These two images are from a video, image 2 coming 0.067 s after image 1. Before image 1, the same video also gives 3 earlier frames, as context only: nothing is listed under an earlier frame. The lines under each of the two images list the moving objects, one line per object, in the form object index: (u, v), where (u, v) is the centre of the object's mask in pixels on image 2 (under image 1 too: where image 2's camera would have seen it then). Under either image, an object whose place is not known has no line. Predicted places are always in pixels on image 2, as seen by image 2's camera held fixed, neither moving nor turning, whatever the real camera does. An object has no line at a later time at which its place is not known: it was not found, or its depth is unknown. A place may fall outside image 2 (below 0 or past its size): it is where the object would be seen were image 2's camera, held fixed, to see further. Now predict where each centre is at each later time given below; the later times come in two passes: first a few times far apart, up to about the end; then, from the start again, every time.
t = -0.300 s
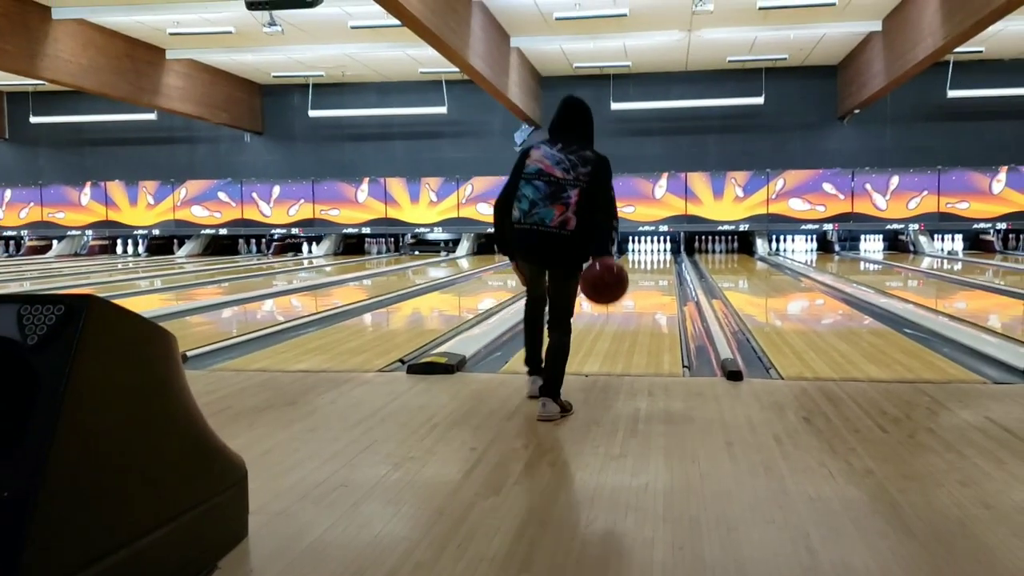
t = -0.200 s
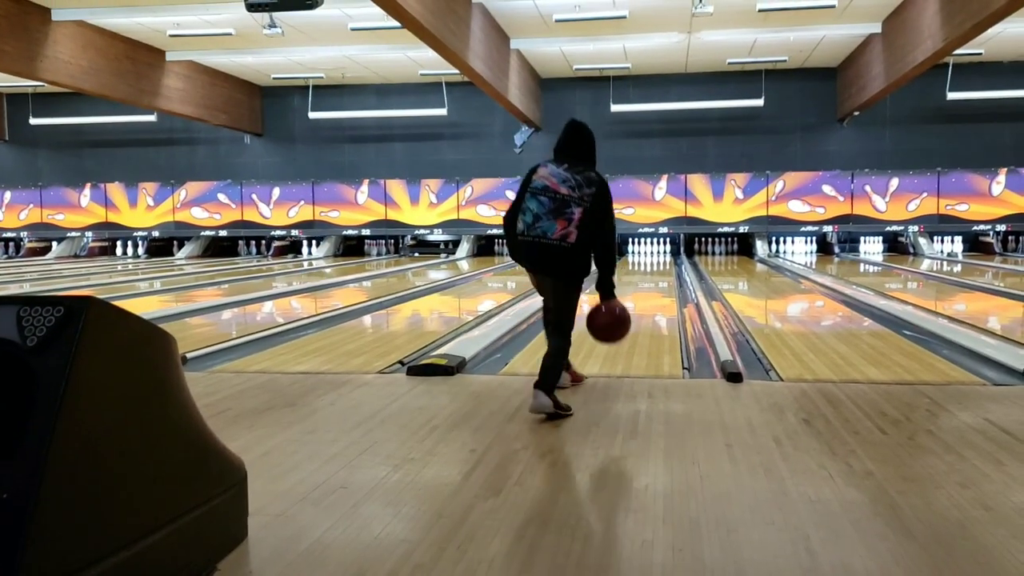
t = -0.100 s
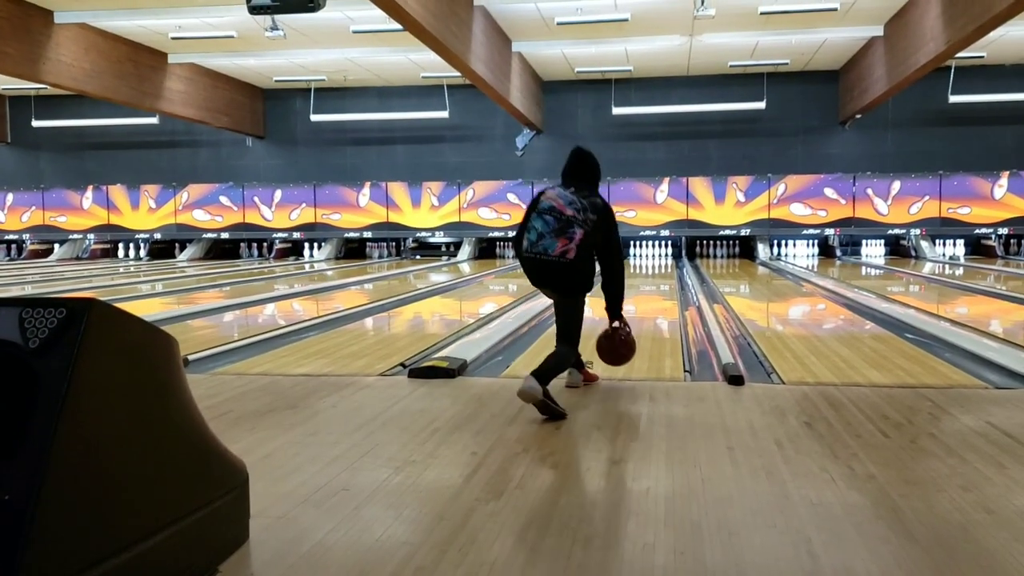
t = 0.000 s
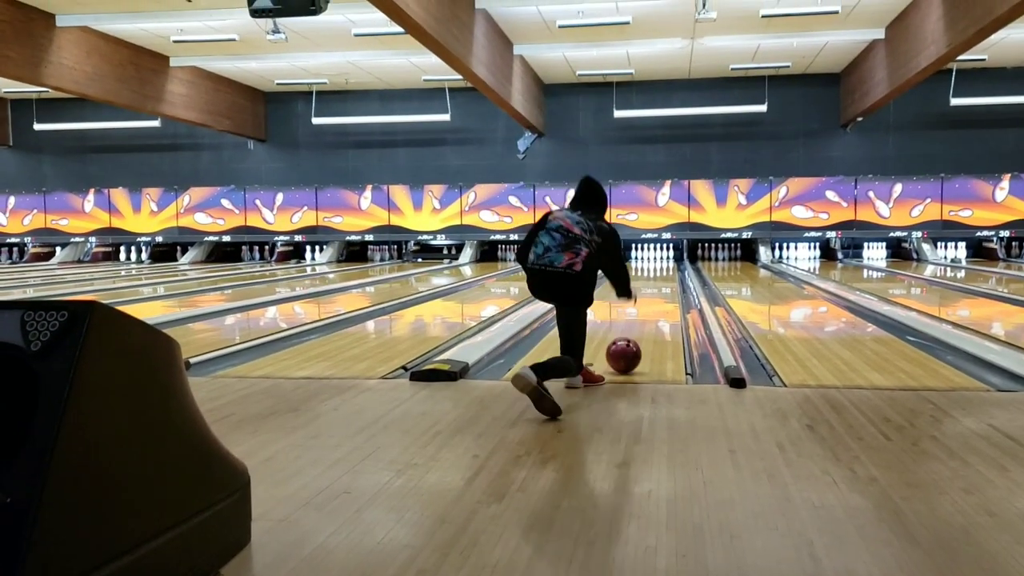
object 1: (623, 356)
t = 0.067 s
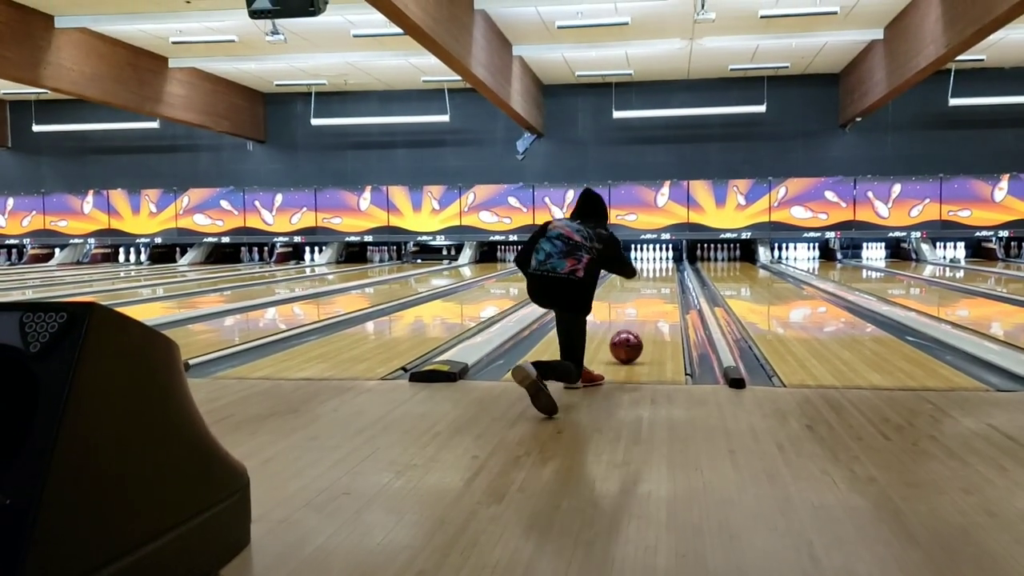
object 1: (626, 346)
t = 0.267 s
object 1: (632, 326)
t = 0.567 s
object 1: (640, 305)
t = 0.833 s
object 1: (644, 294)
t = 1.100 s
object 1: (647, 285)
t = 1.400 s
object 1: (649, 277)
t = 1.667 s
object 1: (651, 272)
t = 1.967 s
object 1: (653, 268)
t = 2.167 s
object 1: (653, 265)
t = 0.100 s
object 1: (627, 342)
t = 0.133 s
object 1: (628, 339)
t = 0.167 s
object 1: (629, 335)
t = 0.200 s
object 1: (630, 332)
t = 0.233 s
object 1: (631, 329)
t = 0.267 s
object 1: (632, 326)
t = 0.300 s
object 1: (634, 323)
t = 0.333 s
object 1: (634, 320)
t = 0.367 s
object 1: (635, 318)
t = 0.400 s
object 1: (636, 315)
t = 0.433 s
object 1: (637, 313)
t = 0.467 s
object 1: (637, 311)
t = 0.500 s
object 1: (638, 309)
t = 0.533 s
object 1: (639, 307)
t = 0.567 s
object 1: (640, 305)
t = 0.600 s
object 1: (640, 304)
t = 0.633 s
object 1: (641, 302)
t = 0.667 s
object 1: (641, 300)
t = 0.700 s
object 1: (642, 299)
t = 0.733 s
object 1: (642, 298)
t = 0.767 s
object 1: (643, 296)
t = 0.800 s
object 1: (643, 295)
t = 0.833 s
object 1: (644, 294)
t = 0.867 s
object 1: (644, 293)
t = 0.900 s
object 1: (644, 292)
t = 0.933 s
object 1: (645, 290)
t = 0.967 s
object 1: (646, 289)
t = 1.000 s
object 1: (646, 288)
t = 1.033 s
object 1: (646, 287)
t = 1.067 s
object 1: (646, 286)
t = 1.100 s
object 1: (647, 285)
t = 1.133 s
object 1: (647, 284)
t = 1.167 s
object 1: (647, 283)
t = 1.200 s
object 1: (648, 282)
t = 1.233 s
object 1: (648, 282)
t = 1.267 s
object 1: (648, 281)
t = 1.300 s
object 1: (648, 280)
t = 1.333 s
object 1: (648, 279)
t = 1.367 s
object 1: (649, 279)
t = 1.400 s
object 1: (649, 277)
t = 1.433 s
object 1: (649, 277)
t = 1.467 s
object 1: (650, 276)
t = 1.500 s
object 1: (650, 275)
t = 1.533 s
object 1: (650, 275)
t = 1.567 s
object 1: (650, 274)
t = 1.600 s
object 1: (650, 273)
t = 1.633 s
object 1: (651, 273)
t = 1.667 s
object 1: (651, 272)
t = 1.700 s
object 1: (651, 272)
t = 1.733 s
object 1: (651, 271)
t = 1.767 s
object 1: (651, 271)
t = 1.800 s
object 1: (652, 270)
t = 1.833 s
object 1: (652, 270)
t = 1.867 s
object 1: (652, 269)
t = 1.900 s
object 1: (652, 268)
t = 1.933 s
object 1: (653, 268)
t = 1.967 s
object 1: (653, 268)
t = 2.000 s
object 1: (653, 267)
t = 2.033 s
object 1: (653, 267)
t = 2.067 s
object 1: (653, 266)
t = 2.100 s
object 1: (653, 265)
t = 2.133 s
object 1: (653, 265)
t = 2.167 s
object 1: (653, 265)
